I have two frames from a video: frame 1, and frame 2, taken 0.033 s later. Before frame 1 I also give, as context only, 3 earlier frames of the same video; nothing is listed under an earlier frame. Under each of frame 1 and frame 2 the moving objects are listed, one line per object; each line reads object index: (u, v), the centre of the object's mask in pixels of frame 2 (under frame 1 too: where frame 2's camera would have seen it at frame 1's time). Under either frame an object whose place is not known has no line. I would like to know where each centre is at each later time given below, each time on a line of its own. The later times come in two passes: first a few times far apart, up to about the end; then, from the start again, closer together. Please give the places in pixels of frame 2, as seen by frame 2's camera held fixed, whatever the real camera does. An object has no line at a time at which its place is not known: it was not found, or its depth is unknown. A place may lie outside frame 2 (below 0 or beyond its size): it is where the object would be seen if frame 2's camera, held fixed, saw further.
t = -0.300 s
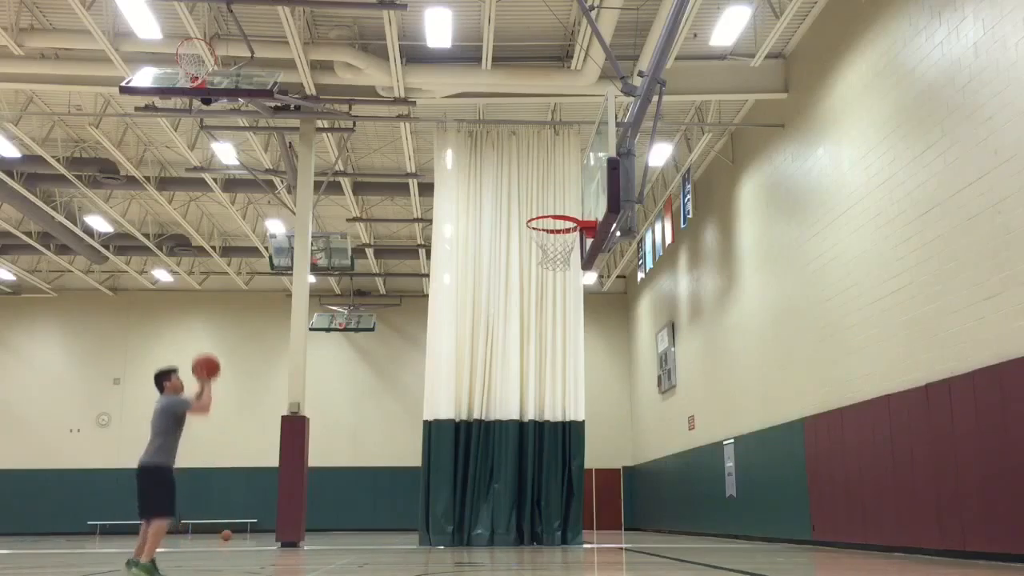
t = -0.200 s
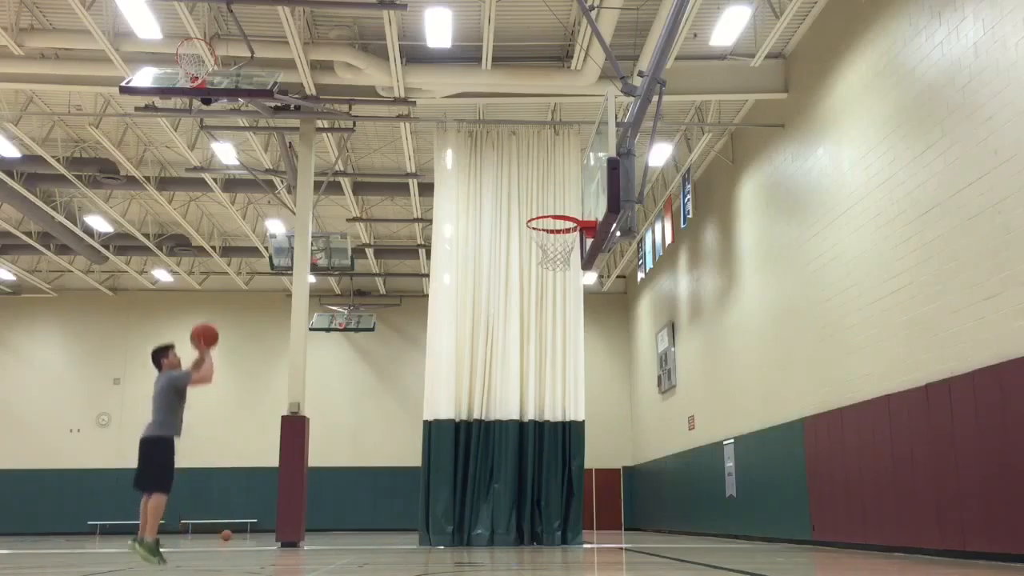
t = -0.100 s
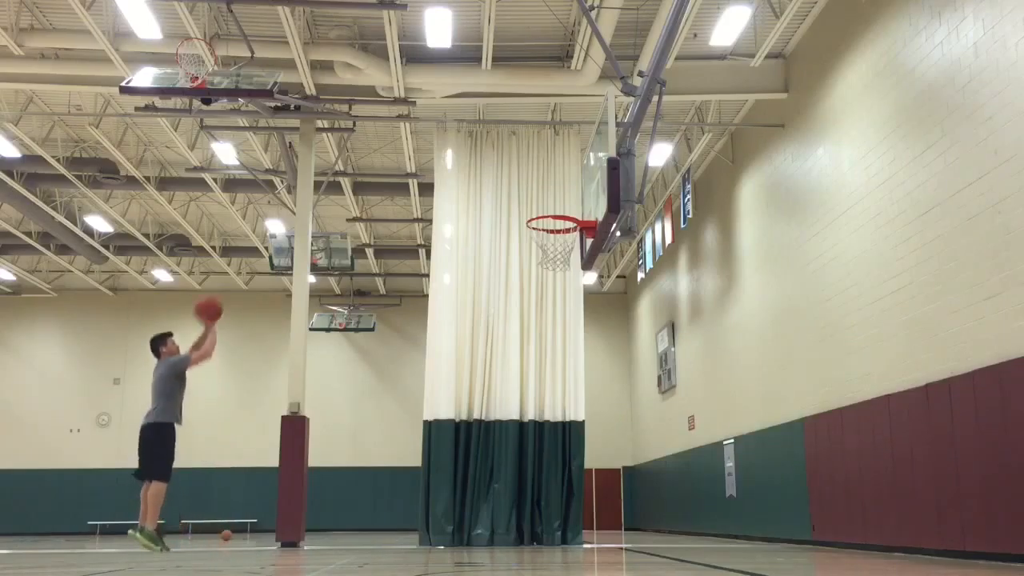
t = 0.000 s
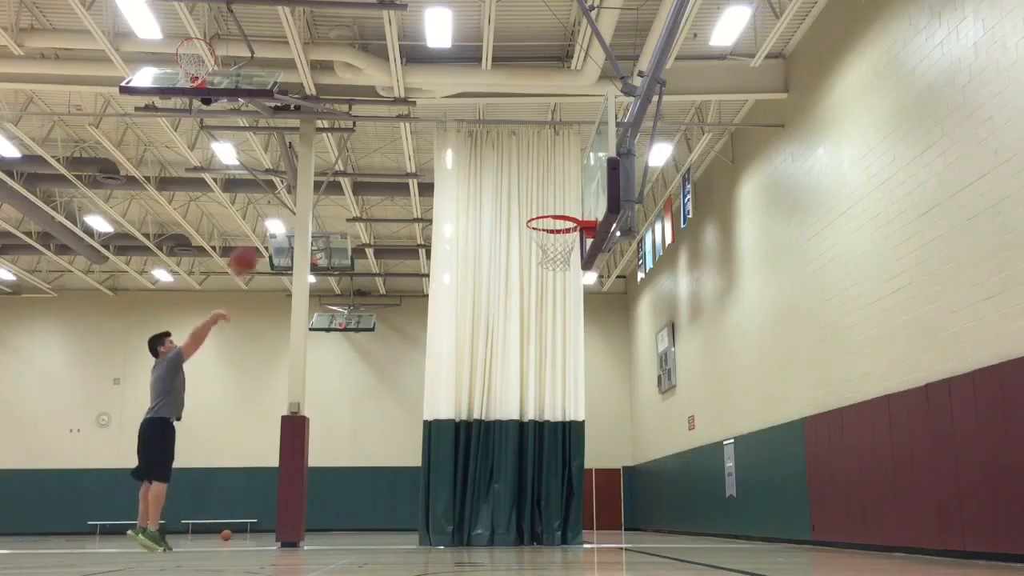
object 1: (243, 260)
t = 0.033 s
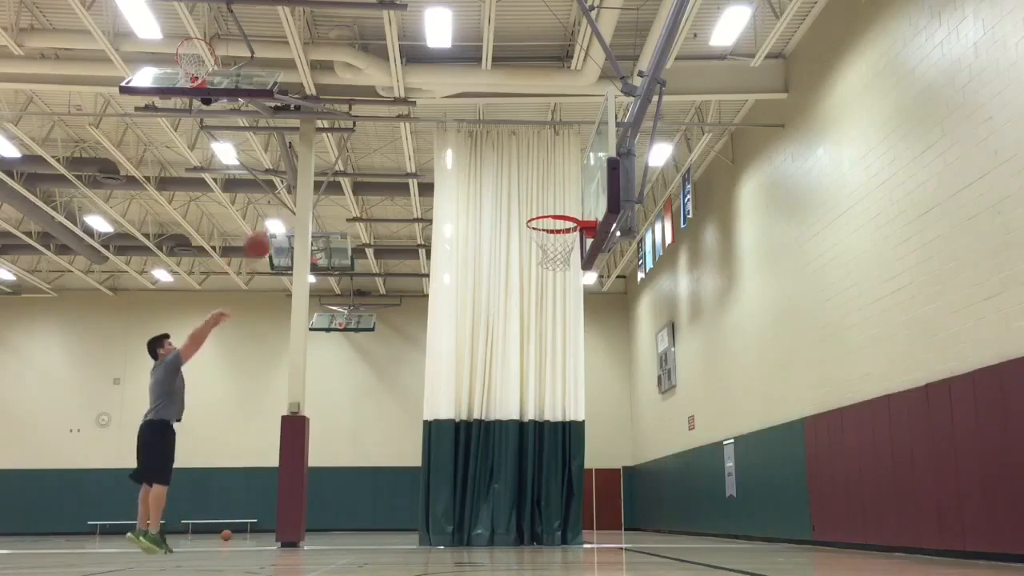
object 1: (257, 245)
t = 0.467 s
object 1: (421, 156)
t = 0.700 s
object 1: (506, 186)
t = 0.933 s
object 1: (576, 251)
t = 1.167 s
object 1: (597, 294)
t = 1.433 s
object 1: (621, 420)
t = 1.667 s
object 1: (638, 533)
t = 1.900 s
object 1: (609, 417)
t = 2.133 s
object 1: (583, 366)
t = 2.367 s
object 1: (558, 378)
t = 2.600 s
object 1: (533, 455)
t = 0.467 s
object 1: (421, 156)
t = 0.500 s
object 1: (433, 157)
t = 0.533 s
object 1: (445, 159)
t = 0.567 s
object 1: (458, 162)
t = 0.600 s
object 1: (469, 166)
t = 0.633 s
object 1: (481, 172)
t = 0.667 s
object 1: (493, 178)
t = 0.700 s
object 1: (506, 186)
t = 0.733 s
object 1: (517, 195)
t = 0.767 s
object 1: (529, 205)
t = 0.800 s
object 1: (541, 215)
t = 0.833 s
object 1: (553, 229)
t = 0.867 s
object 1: (565, 243)
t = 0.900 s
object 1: (573, 249)
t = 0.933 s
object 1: (576, 251)
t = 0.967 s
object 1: (578, 253)
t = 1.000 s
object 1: (581, 257)
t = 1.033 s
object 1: (585, 261)
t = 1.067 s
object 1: (587, 267)
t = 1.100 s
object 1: (590, 276)
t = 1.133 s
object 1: (593, 283)
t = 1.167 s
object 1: (597, 294)
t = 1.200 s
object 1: (600, 305)
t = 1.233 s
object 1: (602, 317)
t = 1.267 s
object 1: (605, 330)
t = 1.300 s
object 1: (608, 345)
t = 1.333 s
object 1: (611, 361)
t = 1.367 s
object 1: (614, 379)
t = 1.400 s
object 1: (617, 399)
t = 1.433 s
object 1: (621, 420)
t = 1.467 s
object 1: (625, 442)
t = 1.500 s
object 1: (628, 466)
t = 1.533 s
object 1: (633, 492)
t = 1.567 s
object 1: (638, 517)
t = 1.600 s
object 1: (640, 549)
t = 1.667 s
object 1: (638, 533)
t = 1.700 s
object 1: (634, 513)
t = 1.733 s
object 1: (629, 495)
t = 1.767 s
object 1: (625, 478)
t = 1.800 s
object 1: (621, 460)
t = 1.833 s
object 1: (617, 444)
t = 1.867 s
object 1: (613, 430)
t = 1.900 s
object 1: (609, 417)
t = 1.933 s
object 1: (605, 406)
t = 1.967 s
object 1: (601, 396)
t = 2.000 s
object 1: (597, 388)
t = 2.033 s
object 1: (594, 380)
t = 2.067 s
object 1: (590, 374)
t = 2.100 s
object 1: (586, 369)
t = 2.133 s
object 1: (583, 366)
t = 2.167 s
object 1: (579, 364)
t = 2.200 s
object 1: (575, 363)
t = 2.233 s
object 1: (572, 363)
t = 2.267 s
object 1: (568, 365)
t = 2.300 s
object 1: (565, 368)
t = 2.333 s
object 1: (561, 375)
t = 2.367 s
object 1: (558, 378)
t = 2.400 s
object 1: (554, 385)
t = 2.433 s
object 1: (551, 392)
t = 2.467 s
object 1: (548, 402)
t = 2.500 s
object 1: (544, 414)
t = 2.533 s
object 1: (540, 427)
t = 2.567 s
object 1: (537, 440)
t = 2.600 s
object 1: (533, 455)
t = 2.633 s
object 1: (530, 472)
